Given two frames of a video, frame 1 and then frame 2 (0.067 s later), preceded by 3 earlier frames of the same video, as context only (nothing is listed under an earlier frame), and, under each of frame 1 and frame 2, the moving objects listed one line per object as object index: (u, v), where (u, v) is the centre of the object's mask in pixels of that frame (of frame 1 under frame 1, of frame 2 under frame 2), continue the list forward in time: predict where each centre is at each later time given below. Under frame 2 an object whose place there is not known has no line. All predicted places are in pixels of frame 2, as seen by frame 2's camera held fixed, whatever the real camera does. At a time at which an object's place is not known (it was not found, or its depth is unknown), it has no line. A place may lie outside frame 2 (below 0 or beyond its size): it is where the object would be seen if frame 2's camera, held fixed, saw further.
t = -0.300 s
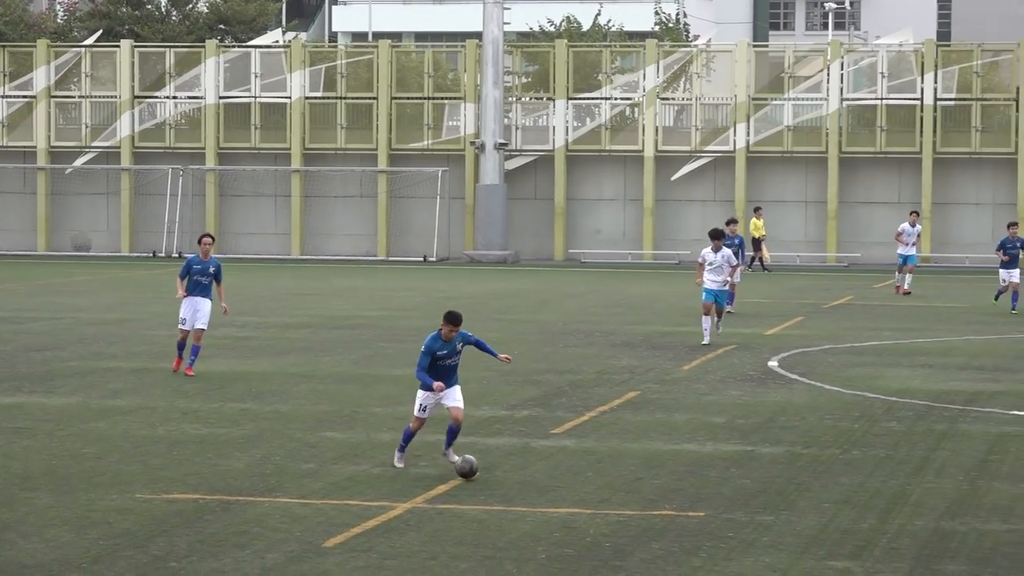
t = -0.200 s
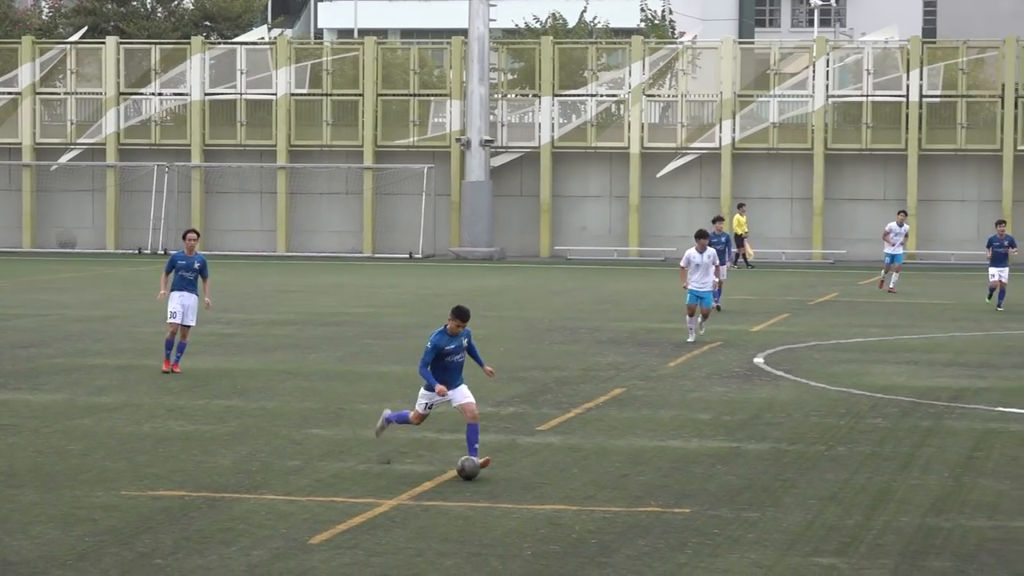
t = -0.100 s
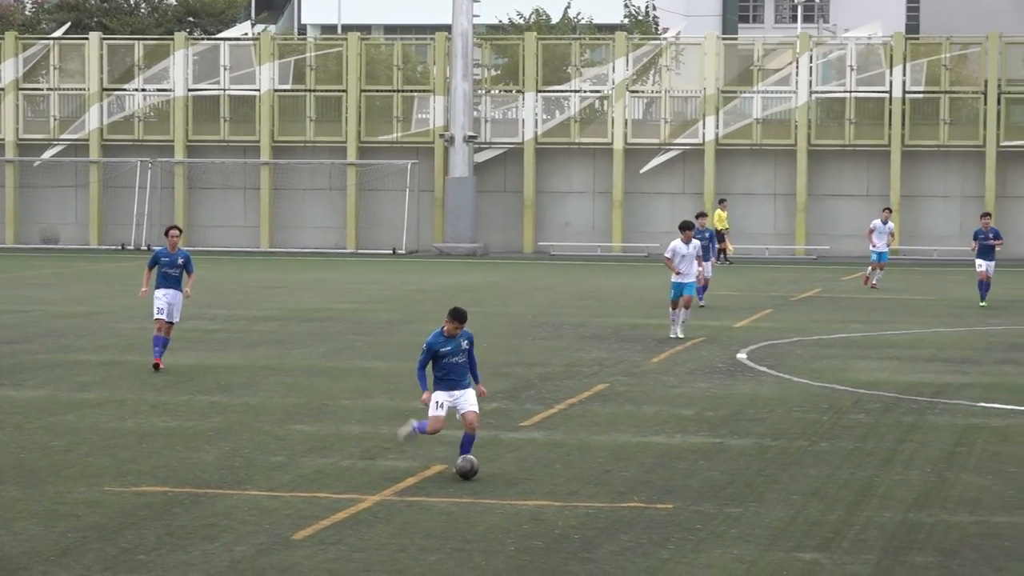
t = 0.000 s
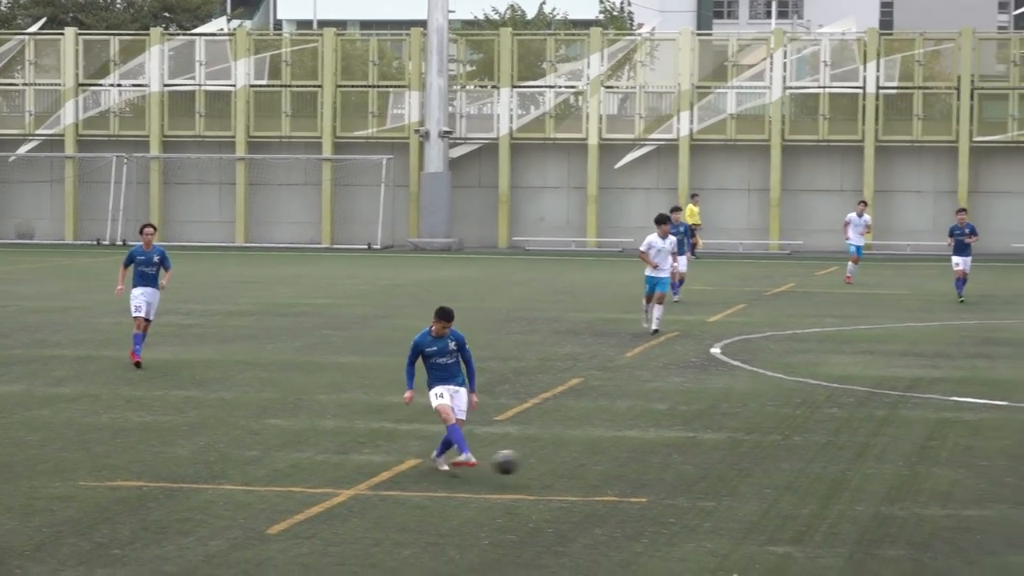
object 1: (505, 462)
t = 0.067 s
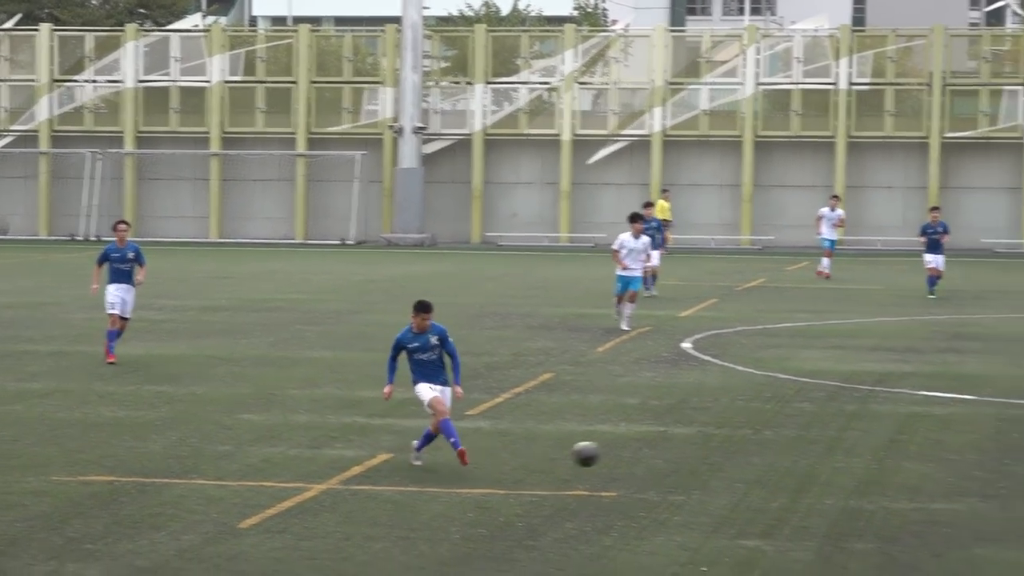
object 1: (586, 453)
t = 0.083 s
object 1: (616, 454)
